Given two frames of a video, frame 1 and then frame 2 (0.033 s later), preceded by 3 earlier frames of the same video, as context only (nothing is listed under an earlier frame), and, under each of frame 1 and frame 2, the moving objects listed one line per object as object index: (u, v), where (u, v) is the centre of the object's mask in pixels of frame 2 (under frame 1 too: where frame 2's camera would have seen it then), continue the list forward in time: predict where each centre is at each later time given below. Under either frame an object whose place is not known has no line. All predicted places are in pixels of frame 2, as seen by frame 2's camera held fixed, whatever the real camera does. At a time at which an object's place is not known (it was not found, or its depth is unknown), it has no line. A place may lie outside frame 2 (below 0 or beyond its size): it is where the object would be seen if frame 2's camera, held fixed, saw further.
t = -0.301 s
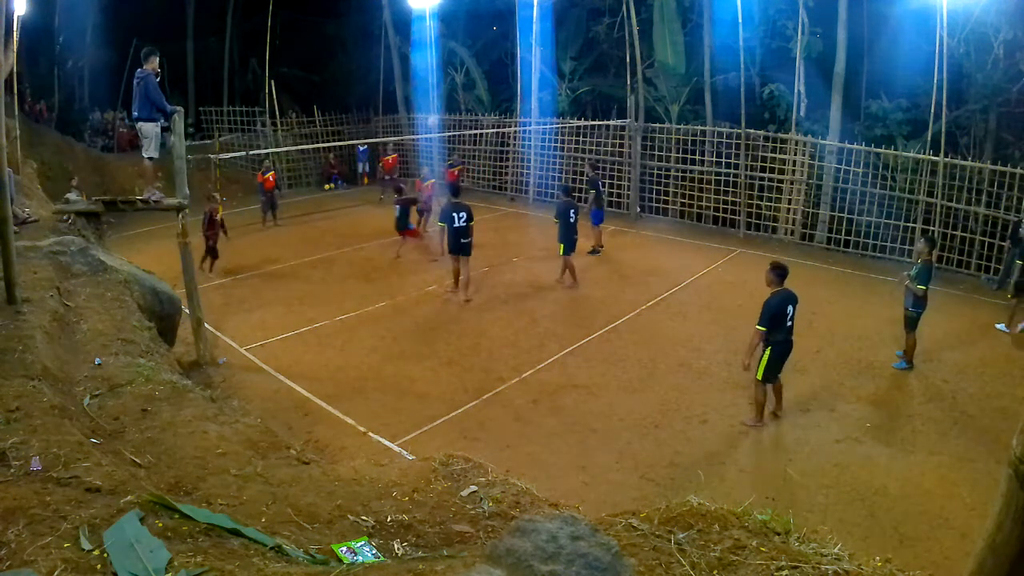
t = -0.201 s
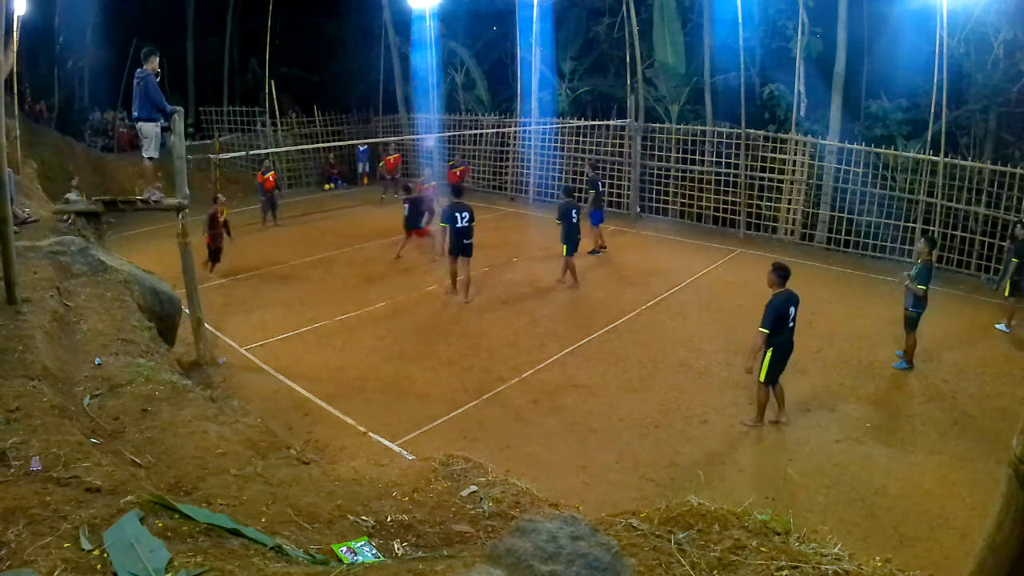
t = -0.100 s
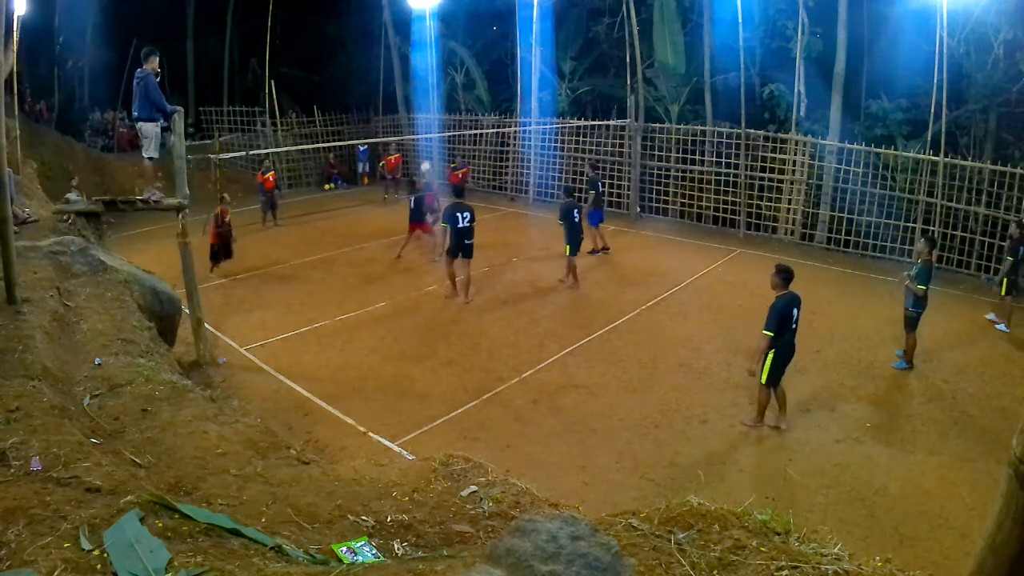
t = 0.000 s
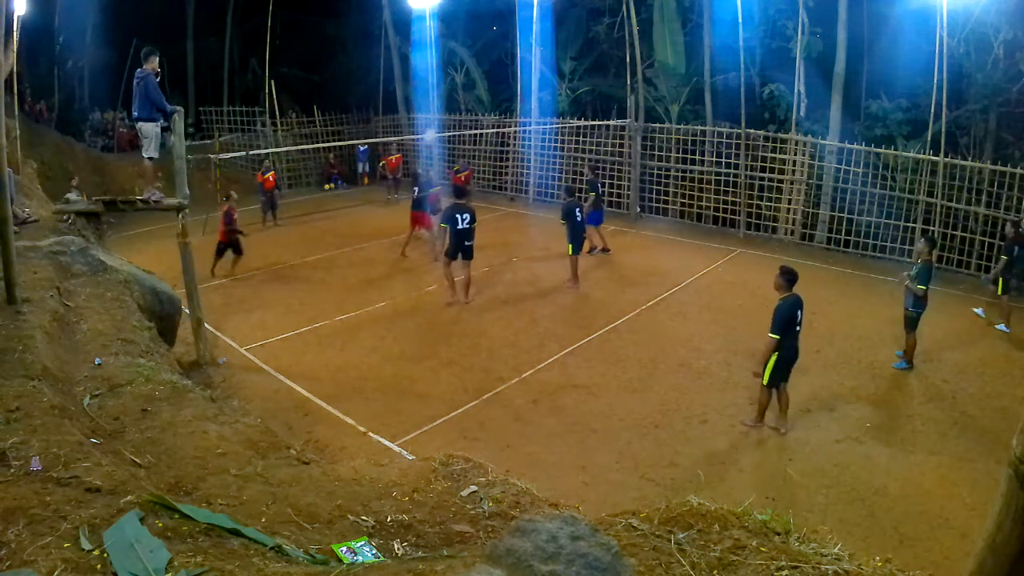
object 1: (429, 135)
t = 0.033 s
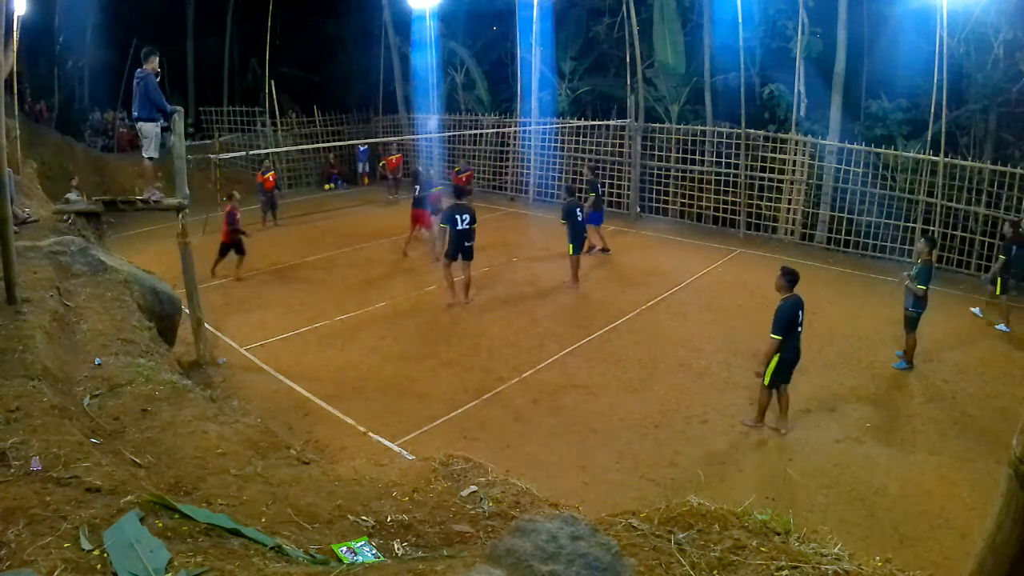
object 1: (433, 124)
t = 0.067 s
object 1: (435, 112)
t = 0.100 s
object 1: (438, 101)
